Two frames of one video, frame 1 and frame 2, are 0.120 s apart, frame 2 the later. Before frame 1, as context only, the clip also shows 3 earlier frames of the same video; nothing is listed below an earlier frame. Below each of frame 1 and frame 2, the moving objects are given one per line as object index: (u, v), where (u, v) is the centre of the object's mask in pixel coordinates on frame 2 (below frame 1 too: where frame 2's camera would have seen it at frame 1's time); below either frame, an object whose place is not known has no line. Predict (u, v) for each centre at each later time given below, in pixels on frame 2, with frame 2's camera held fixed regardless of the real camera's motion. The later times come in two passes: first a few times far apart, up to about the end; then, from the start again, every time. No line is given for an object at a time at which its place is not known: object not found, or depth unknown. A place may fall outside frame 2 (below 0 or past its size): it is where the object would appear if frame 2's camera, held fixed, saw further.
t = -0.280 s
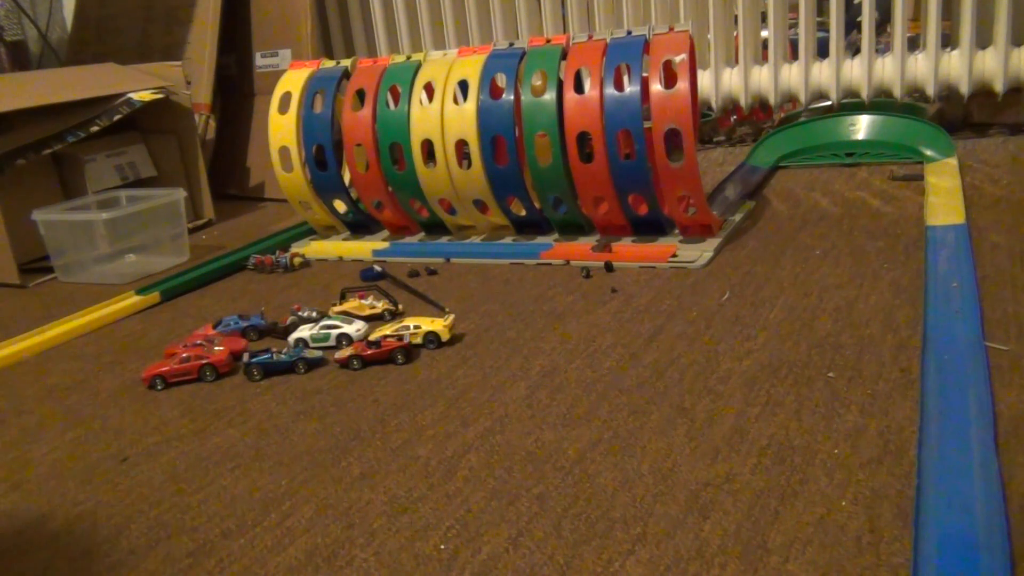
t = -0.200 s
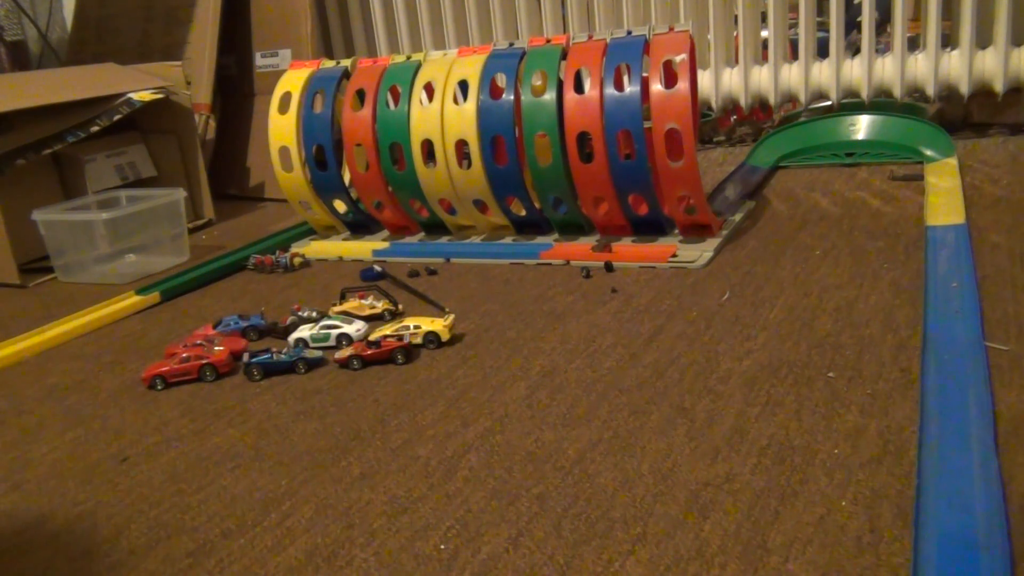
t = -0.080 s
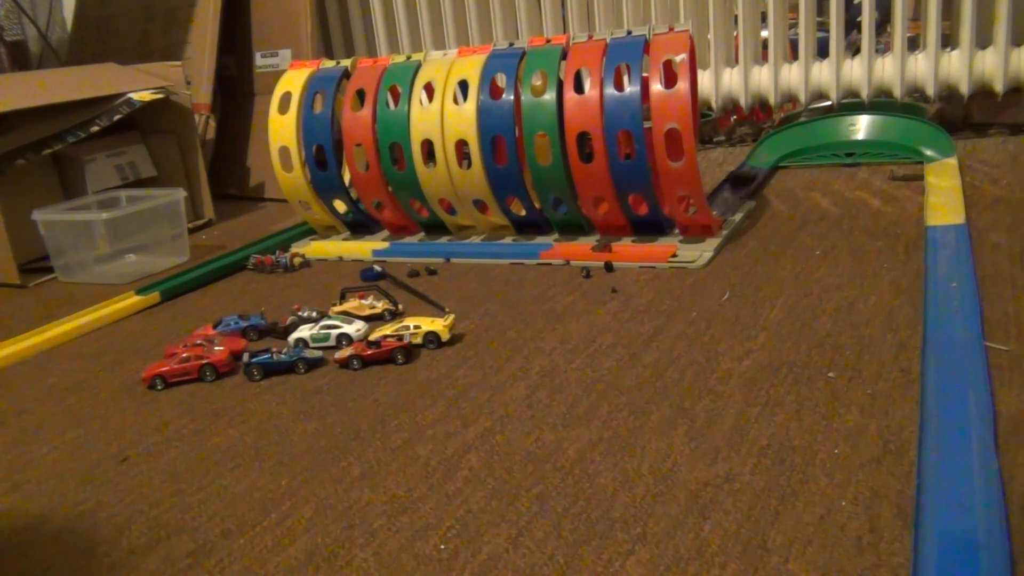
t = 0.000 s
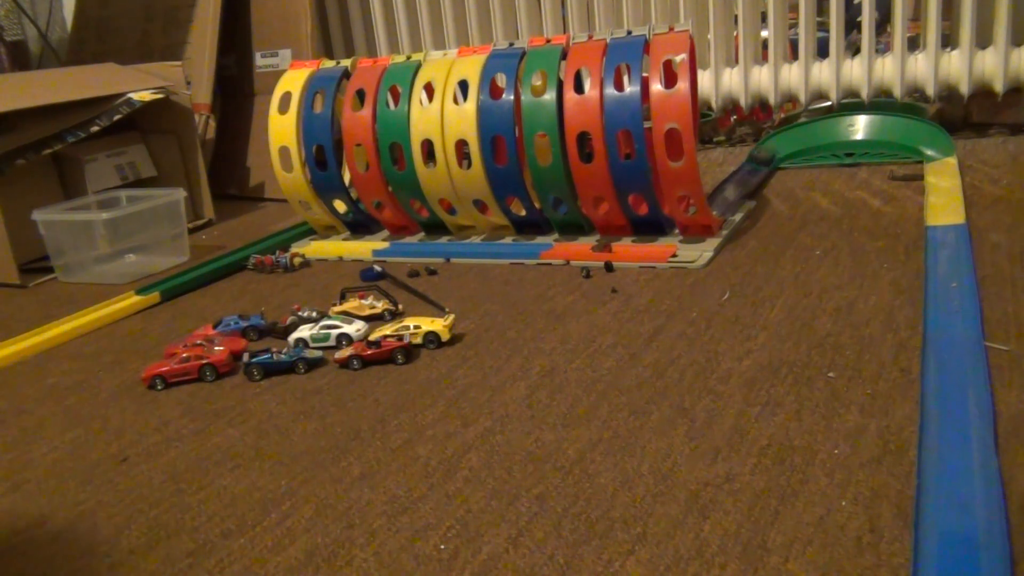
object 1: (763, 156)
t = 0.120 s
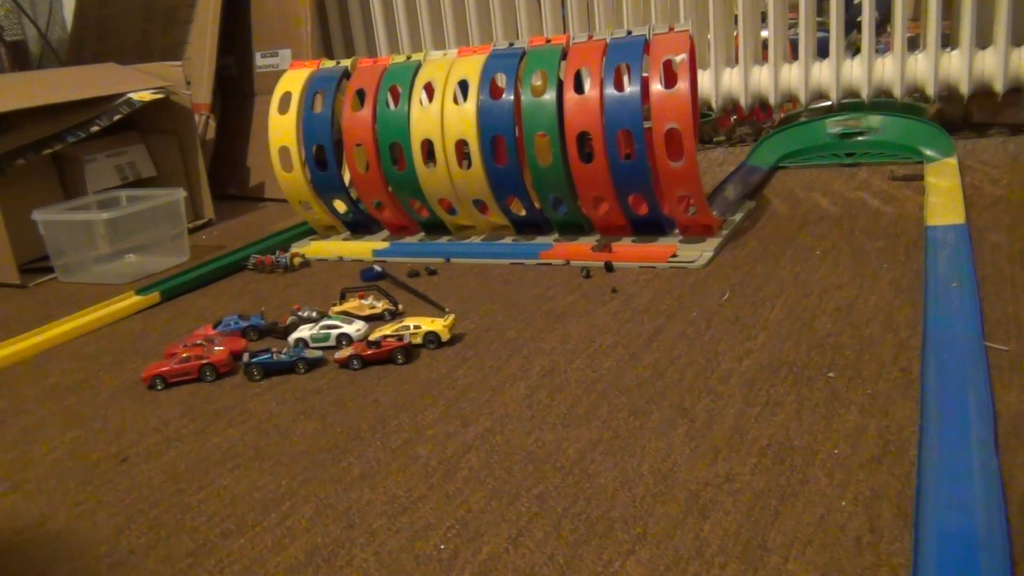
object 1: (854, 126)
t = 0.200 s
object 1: (916, 132)
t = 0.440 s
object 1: (942, 188)
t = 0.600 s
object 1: (946, 231)
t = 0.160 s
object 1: (888, 127)
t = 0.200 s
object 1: (916, 132)
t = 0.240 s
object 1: (931, 142)
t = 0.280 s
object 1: (939, 153)
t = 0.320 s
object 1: (940, 161)
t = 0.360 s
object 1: (940, 170)
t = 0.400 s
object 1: (940, 179)
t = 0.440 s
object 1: (942, 188)
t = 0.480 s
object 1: (943, 198)
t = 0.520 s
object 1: (945, 208)
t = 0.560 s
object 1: (945, 218)
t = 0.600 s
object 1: (946, 231)
